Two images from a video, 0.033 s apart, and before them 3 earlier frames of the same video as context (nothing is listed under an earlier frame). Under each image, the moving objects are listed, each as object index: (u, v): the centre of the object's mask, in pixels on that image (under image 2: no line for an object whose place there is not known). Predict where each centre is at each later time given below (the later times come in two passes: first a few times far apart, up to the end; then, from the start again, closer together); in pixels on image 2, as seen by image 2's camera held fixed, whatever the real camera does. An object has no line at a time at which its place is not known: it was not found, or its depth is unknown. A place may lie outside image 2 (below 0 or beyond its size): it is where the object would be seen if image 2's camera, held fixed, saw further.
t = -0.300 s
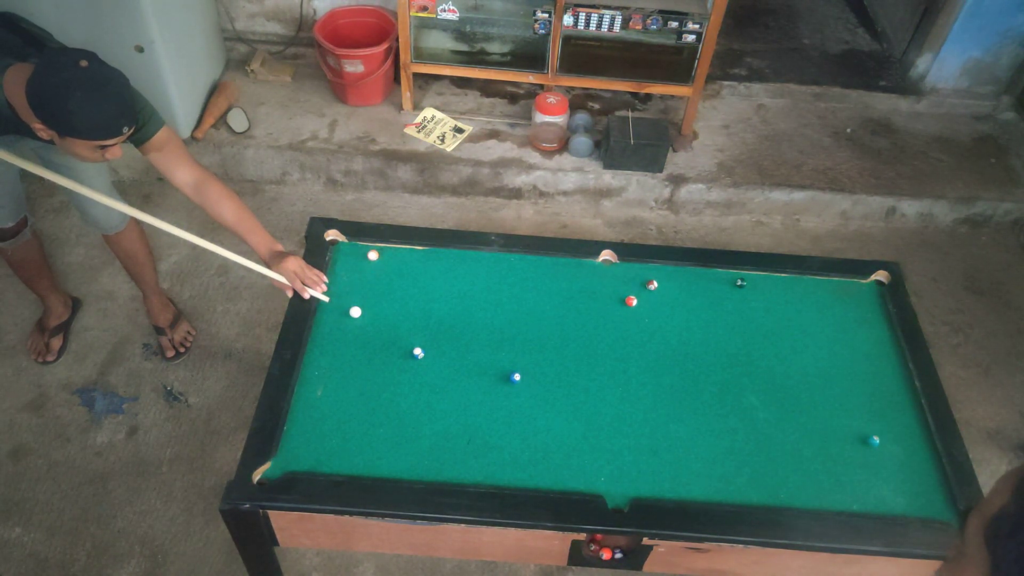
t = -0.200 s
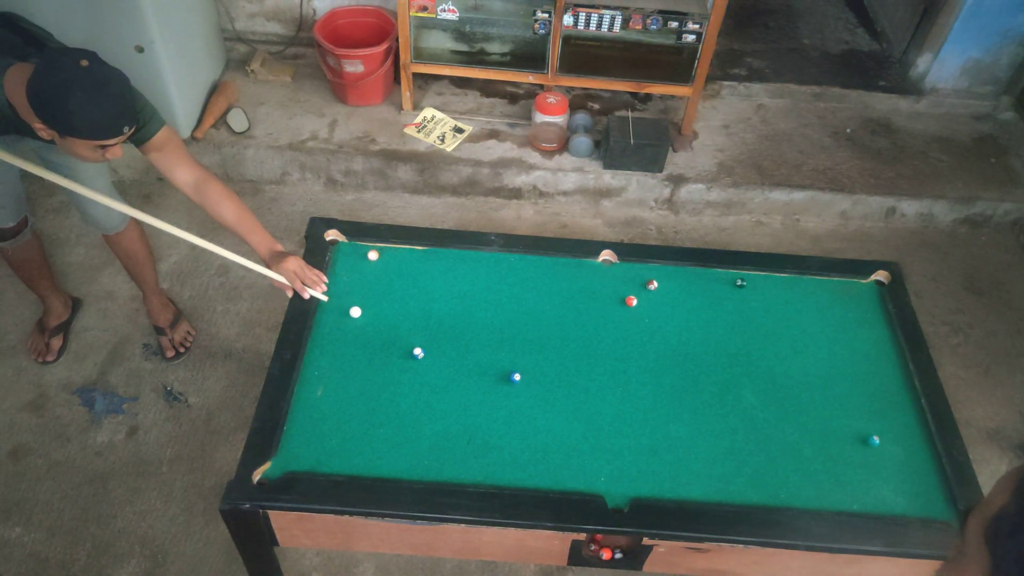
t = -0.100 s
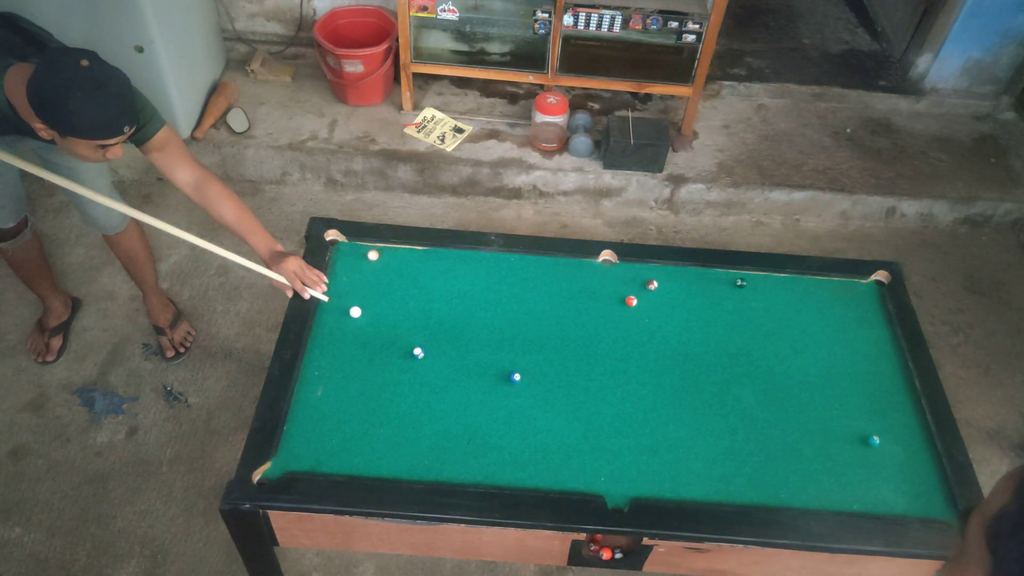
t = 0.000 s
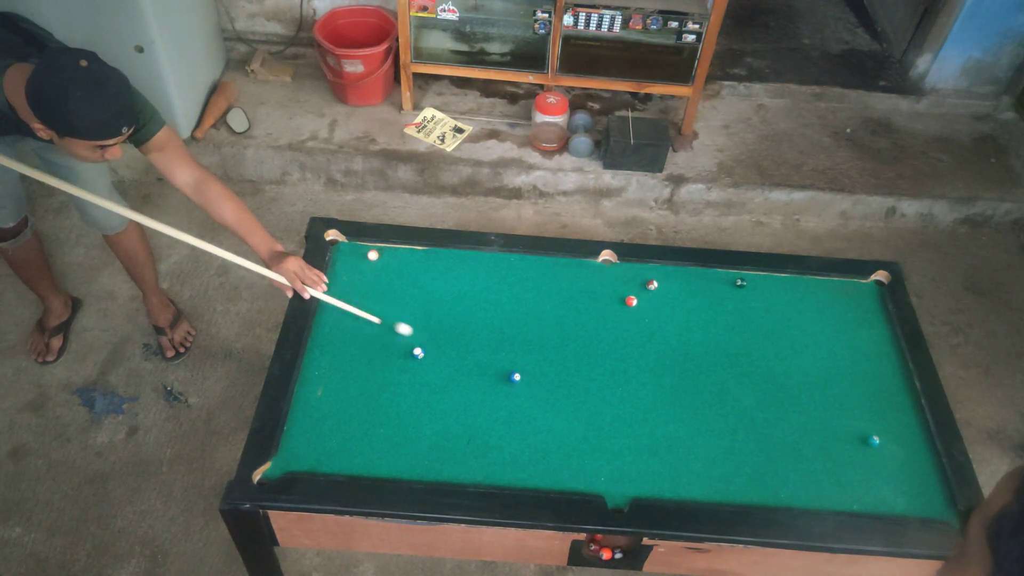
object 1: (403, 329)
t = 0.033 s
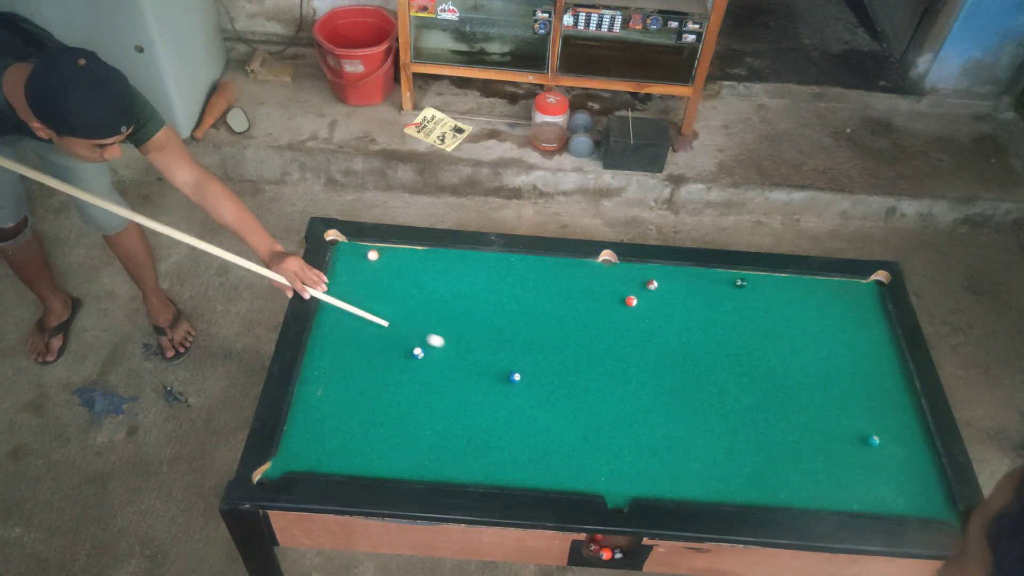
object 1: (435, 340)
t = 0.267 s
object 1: (586, 349)
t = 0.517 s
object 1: (691, 327)
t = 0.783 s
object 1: (782, 306)
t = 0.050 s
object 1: (450, 347)
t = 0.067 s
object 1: (466, 352)
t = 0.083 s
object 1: (481, 357)
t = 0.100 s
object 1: (496, 363)
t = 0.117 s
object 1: (510, 368)
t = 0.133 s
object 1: (519, 365)
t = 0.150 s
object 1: (528, 362)
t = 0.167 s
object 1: (537, 360)
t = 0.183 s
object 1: (546, 358)
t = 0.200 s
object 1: (554, 356)
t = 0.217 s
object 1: (562, 354)
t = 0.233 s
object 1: (570, 353)
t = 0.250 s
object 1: (578, 351)
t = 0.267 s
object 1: (586, 349)
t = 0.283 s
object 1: (593, 348)
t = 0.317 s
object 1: (608, 345)
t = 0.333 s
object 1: (616, 343)
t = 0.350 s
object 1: (623, 341)
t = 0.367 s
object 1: (630, 340)
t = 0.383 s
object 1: (637, 338)
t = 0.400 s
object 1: (645, 337)
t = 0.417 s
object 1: (652, 335)
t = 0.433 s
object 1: (658, 334)
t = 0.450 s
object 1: (665, 333)
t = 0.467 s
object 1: (671, 331)
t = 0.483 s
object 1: (678, 330)
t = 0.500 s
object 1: (684, 329)
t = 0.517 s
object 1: (691, 327)
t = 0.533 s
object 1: (697, 326)
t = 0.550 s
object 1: (703, 324)
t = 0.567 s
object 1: (709, 322)
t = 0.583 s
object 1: (716, 321)
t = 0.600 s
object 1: (721, 320)
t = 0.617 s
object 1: (727, 318)
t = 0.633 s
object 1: (733, 317)
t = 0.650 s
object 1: (739, 316)
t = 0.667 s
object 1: (745, 315)
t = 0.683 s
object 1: (750, 313)
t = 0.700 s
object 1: (756, 312)
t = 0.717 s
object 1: (761, 311)
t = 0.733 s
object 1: (766, 310)
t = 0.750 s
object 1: (772, 308)
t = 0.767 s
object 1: (777, 307)
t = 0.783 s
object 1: (782, 306)
